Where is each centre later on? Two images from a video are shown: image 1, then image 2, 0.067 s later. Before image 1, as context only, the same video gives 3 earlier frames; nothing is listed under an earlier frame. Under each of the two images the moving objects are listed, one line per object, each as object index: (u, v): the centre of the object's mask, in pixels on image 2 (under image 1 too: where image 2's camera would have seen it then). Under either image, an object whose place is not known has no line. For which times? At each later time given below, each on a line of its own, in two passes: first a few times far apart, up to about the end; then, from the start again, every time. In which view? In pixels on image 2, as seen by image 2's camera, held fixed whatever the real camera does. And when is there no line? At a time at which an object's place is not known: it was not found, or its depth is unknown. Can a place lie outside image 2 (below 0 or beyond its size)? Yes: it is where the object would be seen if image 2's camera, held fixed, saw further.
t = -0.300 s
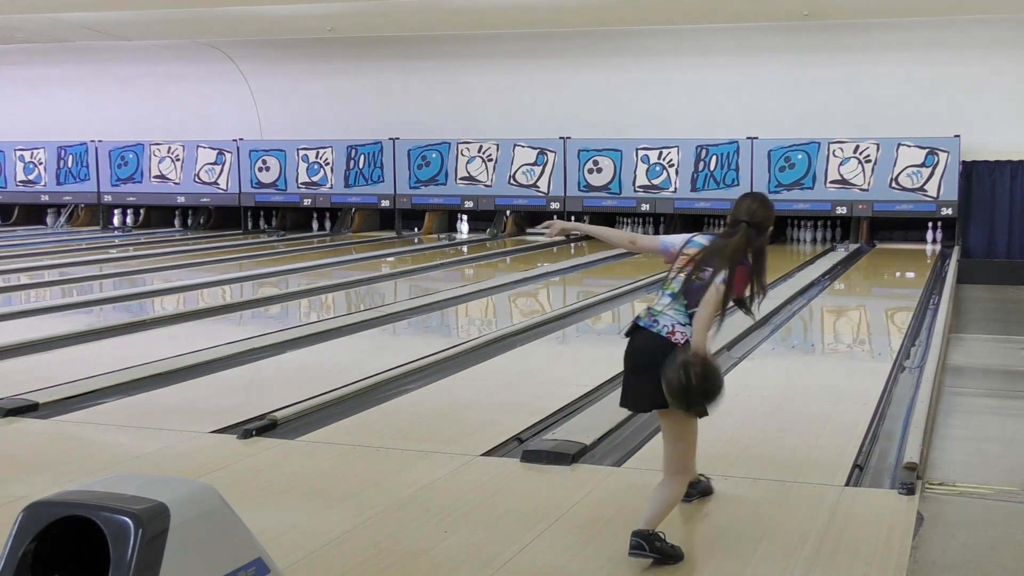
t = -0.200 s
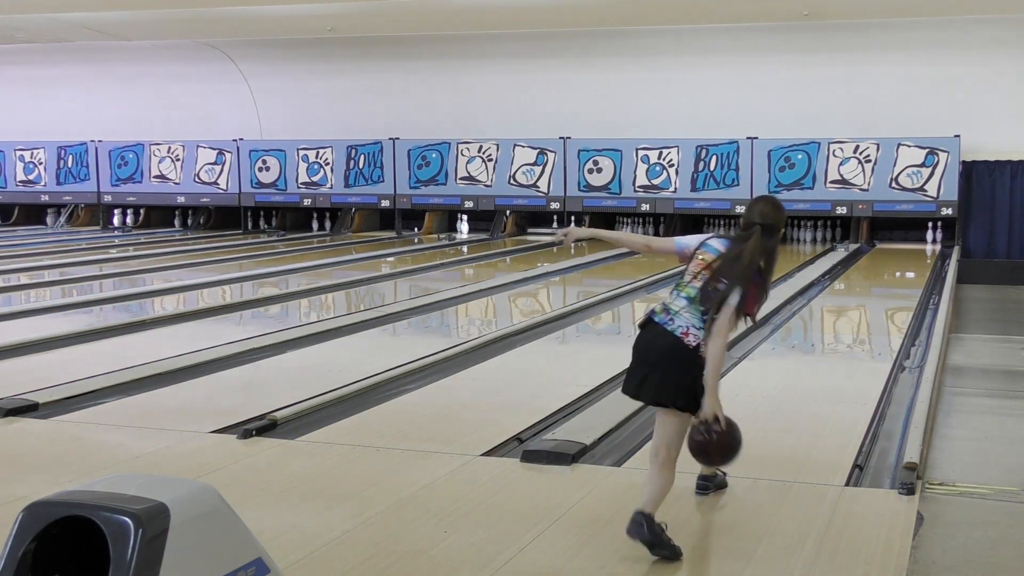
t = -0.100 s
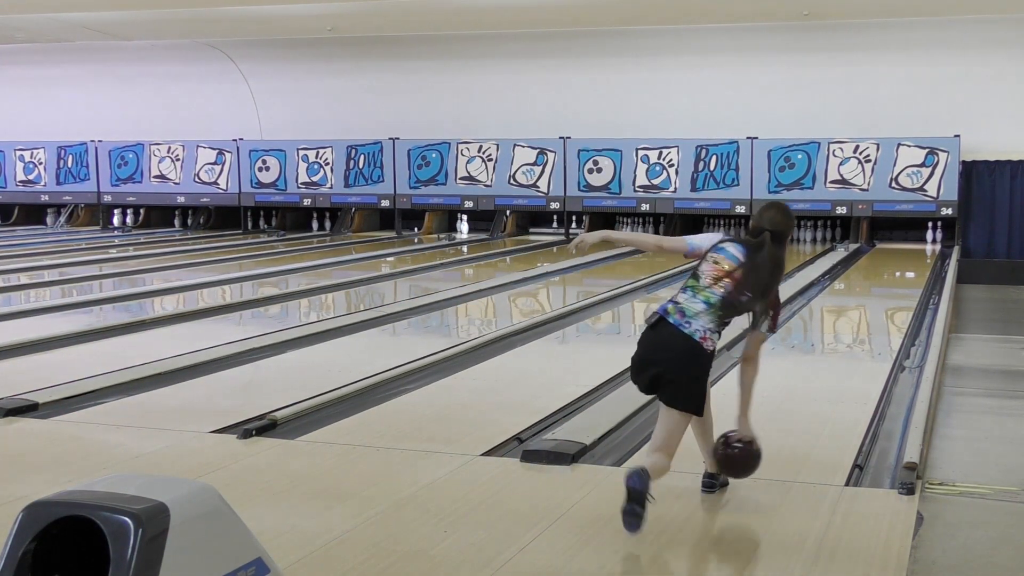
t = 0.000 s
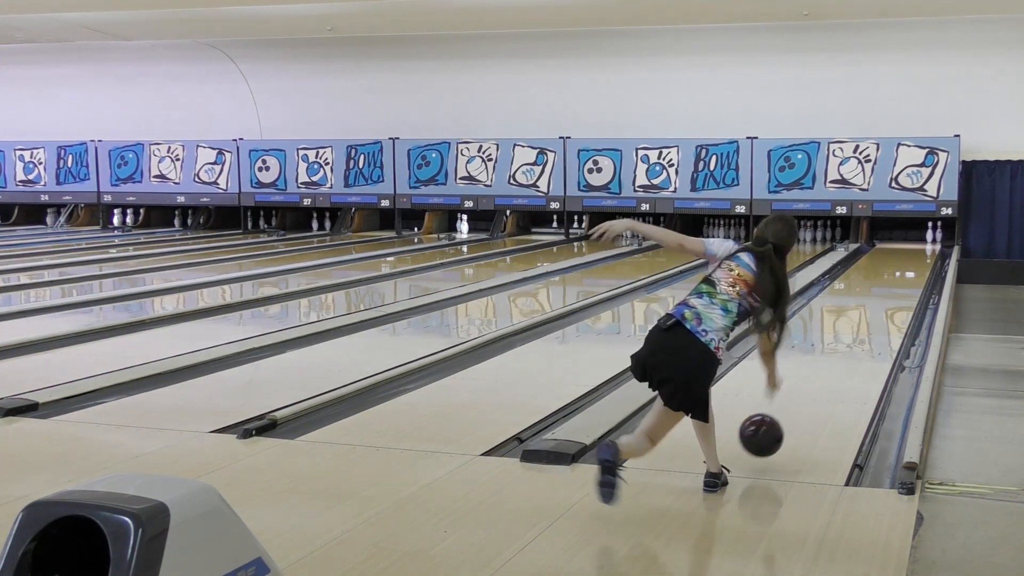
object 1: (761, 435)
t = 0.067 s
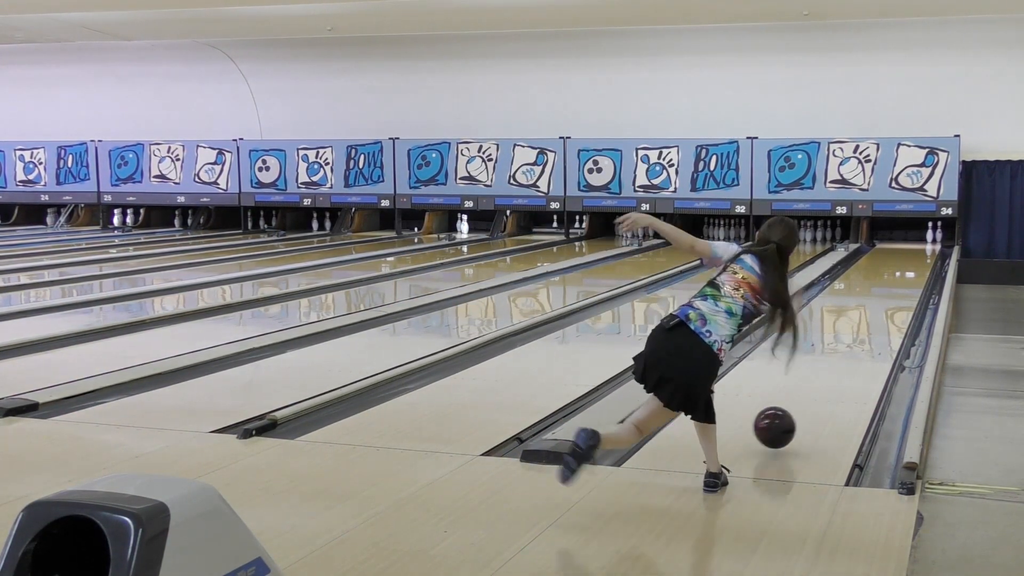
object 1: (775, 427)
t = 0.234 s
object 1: (802, 398)
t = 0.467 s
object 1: (830, 362)
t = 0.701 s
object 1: (851, 336)
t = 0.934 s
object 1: (867, 317)
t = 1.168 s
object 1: (879, 301)
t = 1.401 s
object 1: (889, 288)
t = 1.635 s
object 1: (897, 278)
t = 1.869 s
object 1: (904, 269)
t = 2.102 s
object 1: (910, 261)
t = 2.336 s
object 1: (913, 254)
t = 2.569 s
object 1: (916, 249)
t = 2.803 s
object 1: (916, 244)
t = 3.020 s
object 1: (916, 240)
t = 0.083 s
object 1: (778, 427)
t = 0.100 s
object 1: (781, 423)
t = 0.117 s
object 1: (784, 419)
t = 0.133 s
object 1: (786, 415)
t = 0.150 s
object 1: (789, 412)
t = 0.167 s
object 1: (792, 410)
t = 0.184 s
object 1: (794, 407)
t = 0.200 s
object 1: (797, 404)
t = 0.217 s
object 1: (800, 401)
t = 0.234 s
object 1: (802, 398)
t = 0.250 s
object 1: (804, 395)
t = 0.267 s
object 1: (806, 392)
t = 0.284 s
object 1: (809, 389)
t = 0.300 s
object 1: (811, 387)
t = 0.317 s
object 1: (813, 384)
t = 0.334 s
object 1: (815, 381)
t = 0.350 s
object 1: (817, 379)
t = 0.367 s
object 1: (819, 376)
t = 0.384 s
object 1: (821, 374)
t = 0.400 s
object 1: (823, 372)
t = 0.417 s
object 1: (825, 369)
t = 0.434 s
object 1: (827, 367)
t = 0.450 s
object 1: (828, 365)
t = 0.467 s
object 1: (830, 362)
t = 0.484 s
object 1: (832, 360)
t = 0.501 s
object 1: (833, 358)
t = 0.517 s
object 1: (835, 356)
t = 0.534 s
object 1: (837, 354)
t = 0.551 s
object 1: (838, 352)
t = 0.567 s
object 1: (840, 350)
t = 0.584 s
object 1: (841, 348)
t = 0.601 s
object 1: (843, 347)
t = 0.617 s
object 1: (844, 345)
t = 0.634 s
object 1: (846, 343)
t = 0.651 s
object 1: (847, 341)
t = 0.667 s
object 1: (848, 340)
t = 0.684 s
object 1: (850, 338)
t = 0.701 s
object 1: (851, 336)
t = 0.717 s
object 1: (853, 335)
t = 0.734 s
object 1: (854, 333)
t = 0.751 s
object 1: (855, 332)
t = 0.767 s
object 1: (856, 330)
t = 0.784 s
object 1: (857, 329)
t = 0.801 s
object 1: (859, 328)
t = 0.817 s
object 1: (860, 326)
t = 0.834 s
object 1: (861, 325)
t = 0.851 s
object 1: (862, 323)
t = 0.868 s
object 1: (863, 322)
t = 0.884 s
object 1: (864, 321)
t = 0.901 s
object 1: (865, 319)
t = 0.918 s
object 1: (866, 318)
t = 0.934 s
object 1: (867, 317)
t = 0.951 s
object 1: (868, 316)
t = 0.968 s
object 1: (869, 314)
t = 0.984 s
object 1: (869, 313)
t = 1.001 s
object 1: (870, 312)
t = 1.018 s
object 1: (871, 311)
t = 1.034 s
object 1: (872, 309)
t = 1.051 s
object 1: (873, 308)
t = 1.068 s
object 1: (874, 307)
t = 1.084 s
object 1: (875, 306)
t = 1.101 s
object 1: (876, 305)
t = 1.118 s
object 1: (877, 304)
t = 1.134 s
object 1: (877, 303)
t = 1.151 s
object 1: (878, 302)
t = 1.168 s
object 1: (879, 301)
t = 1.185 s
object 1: (880, 300)
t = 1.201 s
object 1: (881, 299)
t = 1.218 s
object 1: (882, 298)
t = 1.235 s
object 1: (882, 297)
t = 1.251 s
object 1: (883, 296)
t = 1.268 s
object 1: (883, 295)
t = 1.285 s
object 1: (884, 294)
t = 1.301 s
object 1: (885, 293)
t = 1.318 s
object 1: (886, 292)
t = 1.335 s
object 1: (886, 291)
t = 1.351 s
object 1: (887, 290)
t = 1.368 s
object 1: (888, 290)
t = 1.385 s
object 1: (888, 289)
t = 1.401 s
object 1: (889, 288)
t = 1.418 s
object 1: (890, 287)
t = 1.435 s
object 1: (890, 286)
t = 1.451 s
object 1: (891, 286)
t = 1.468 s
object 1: (892, 285)
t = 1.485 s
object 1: (892, 284)
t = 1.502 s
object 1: (893, 283)
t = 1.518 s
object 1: (893, 283)
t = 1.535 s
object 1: (894, 282)
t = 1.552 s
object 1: (894, 281)
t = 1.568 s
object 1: (895, 280)
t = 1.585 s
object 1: (895, 279)
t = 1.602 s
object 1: (896, 279)
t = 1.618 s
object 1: (897, 278)
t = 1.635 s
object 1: (897, 278)
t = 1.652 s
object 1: (898, 277)
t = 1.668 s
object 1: (898, 276)
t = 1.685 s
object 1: (899, 276)
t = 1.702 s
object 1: (899, 275)
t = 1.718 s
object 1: (900, 274)
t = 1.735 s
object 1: (900, 274)
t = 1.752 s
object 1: (900, 273)
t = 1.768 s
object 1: (901, 272)
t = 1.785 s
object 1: (901, 272)
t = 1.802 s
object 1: (902, 271)
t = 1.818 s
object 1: (902, 270)
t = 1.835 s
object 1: (903, 270)
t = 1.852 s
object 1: (903, 269)
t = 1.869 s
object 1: (904, 269)
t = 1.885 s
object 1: (904, 268)
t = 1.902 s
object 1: (904, 267)
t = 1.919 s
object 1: (905, 267)
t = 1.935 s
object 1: (905, 266)
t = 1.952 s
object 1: (906, 266)
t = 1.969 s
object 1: (906, 265)
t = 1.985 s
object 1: (906, 264)
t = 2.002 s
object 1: (907, 264)
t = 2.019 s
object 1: (907, 263)
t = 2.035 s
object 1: (908, 263)
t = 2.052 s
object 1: (908, 262)
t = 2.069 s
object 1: (909, 262)
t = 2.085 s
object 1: (909, 261)
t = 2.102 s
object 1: (910, 261)
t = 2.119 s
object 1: (910, 260)
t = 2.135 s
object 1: (910, 260)
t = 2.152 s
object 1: (910, 259)
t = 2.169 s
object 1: (911, 259)
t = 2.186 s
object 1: (911, 259)
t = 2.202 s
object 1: (911, 258)
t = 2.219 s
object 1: (912, 258)
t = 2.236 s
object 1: (912, 257)
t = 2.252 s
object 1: (912, 257)
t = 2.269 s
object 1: (912, 257)
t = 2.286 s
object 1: (912, 256)
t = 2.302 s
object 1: (913, 255)
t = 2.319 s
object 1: (913, 255)
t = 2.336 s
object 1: (913, 254)
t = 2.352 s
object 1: (913, 254)
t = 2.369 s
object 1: (914, 253)
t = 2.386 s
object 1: (914, 253)
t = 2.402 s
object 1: (914, 253)
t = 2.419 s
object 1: (914, 252)
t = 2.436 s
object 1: (915, 252)
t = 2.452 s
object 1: (915, 251)
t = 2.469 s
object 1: (915, 251)
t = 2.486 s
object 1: (915, 251)
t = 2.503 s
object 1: (915, 250)
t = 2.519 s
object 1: (916, 250)
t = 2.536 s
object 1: (916, 250)
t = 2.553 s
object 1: (916, 249)
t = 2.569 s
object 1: (916, 249)
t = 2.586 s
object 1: (916, 249)
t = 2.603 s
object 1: (916, 249)
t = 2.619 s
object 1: (916, 249)
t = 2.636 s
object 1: (916, 248)
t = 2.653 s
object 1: (916, 248)
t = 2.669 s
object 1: (917, 247)
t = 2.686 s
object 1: (916, 247)
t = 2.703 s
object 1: (916, 247)
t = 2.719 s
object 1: (916, 246)
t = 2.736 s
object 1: (917, 246)
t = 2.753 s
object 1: (917, 246)
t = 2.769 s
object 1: (917, 245)
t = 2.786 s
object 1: (916, 244)
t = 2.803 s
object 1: (916, 244)
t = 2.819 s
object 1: (916, 244)
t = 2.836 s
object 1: (917, 244)
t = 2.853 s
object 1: (917, 243)
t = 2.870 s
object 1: (917, 243)
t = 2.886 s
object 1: (917, 243)
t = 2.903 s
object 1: (917, 242)
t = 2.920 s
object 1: (917, 242)
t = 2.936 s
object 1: (917, 242)
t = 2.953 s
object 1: (917, 241)
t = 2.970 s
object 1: (916, 241)
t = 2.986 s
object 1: (917, 241)
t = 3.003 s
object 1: (916, 241)
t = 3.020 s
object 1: (916, 240)
